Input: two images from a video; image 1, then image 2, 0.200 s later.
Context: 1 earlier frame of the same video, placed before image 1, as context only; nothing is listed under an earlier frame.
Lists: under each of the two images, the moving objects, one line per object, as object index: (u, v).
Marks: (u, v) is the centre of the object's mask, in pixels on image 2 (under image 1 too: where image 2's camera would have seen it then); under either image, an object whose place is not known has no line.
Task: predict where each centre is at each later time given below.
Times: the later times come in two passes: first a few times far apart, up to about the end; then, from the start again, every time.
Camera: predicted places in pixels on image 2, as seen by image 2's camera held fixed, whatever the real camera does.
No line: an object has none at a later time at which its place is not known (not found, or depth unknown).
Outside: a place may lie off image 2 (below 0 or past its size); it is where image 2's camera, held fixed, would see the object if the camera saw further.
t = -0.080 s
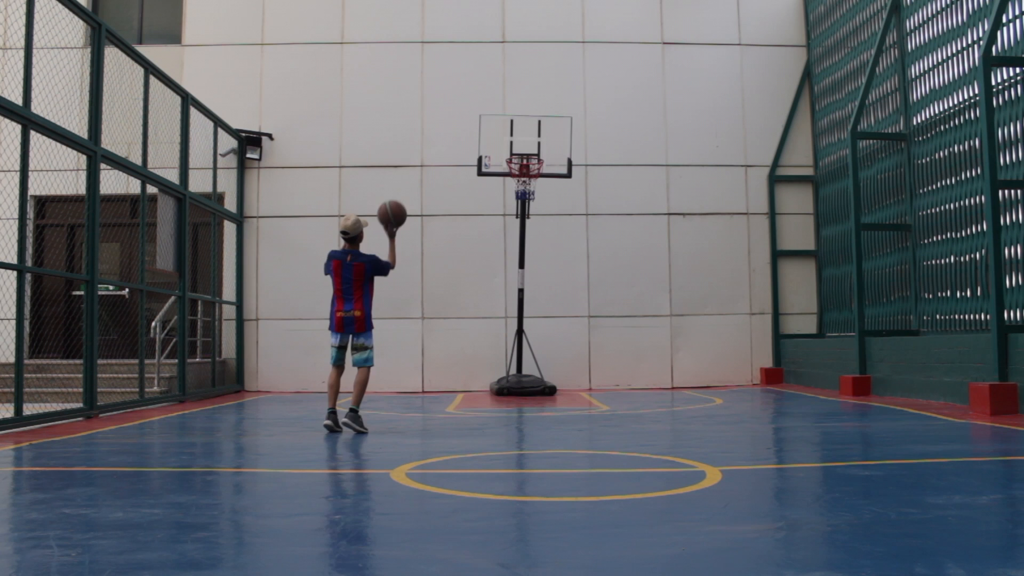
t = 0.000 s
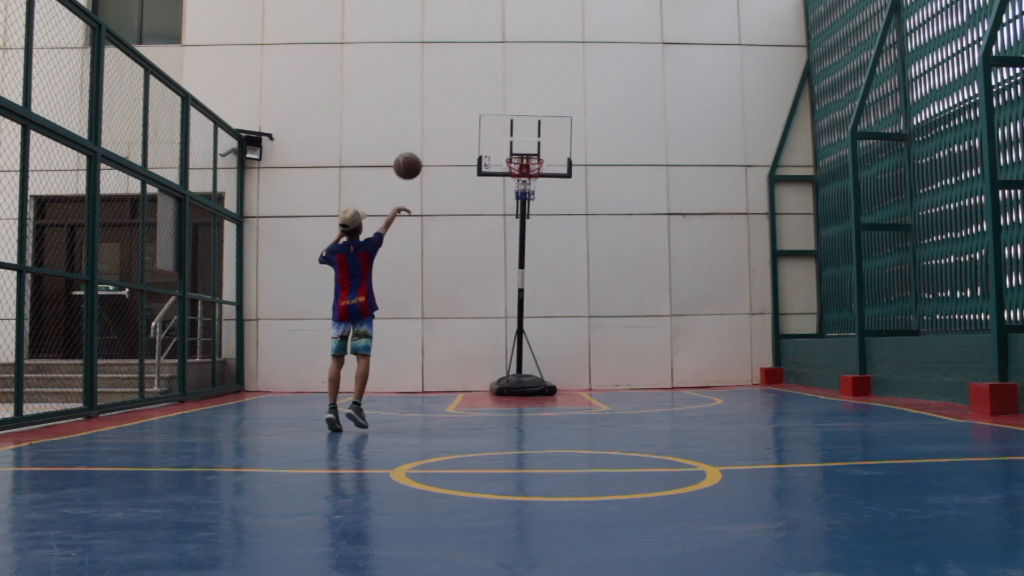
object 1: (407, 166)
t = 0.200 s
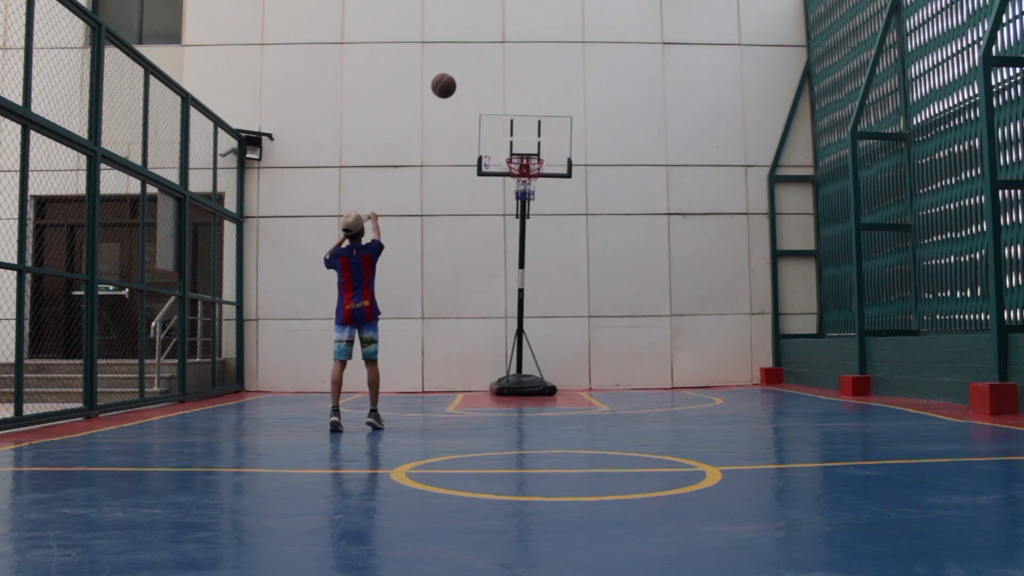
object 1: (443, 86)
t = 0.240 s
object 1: (450, 76)
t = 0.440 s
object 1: (478, 54)
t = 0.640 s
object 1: (503, 68)
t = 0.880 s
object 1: (529, 122)
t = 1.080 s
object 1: (536, 143)
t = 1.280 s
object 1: (529, 136)
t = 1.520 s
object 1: (521, 162)
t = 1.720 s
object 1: (519, 203)
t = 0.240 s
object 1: (450, 76)
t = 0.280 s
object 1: (456, 68)
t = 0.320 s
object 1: (462, 62)
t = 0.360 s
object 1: (468, 58)
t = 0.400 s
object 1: (473, 55)
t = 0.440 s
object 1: (478, 54)
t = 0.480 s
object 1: (484, 54)
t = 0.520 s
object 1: (489, 56)
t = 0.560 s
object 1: (493, 59)
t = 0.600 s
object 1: (498, 63)
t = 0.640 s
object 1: (503, 68)
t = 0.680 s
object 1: (508, 74)
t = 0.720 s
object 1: (512, 82)
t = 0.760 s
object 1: (517, 90)
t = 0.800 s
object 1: (521, 100)
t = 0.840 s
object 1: (525, 111)
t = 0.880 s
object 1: (529, 122)
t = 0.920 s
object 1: (533, 134)
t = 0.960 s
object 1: (537, 147)
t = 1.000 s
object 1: (539, 151)
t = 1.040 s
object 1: (537, 147)
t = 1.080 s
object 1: (536, 143)
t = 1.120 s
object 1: (534, 141)
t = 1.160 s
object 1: (533, 139)
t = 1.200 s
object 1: (532, 137)
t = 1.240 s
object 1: (531, 136)
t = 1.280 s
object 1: (529, 136)
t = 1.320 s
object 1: (528, 137)
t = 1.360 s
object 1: (527, 140)
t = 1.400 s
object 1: (525, 143)
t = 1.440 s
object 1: (524, 148)
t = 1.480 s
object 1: (522, 154)
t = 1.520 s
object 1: (521, 162)
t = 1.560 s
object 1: (522, 169)
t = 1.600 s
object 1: (523, 174)
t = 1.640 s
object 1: (515, 191)
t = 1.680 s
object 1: (518, 195)
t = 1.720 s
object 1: (519, 203)
